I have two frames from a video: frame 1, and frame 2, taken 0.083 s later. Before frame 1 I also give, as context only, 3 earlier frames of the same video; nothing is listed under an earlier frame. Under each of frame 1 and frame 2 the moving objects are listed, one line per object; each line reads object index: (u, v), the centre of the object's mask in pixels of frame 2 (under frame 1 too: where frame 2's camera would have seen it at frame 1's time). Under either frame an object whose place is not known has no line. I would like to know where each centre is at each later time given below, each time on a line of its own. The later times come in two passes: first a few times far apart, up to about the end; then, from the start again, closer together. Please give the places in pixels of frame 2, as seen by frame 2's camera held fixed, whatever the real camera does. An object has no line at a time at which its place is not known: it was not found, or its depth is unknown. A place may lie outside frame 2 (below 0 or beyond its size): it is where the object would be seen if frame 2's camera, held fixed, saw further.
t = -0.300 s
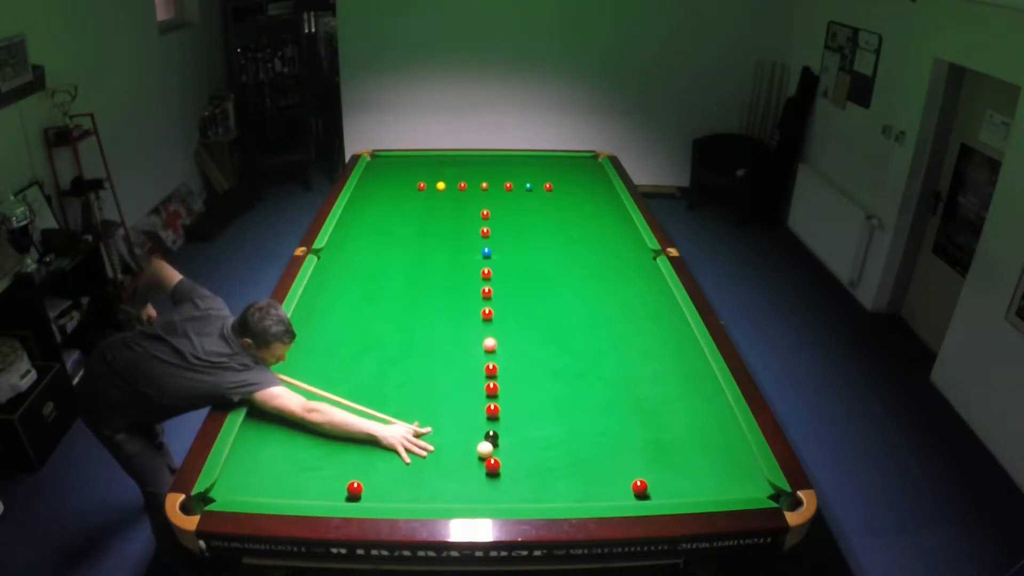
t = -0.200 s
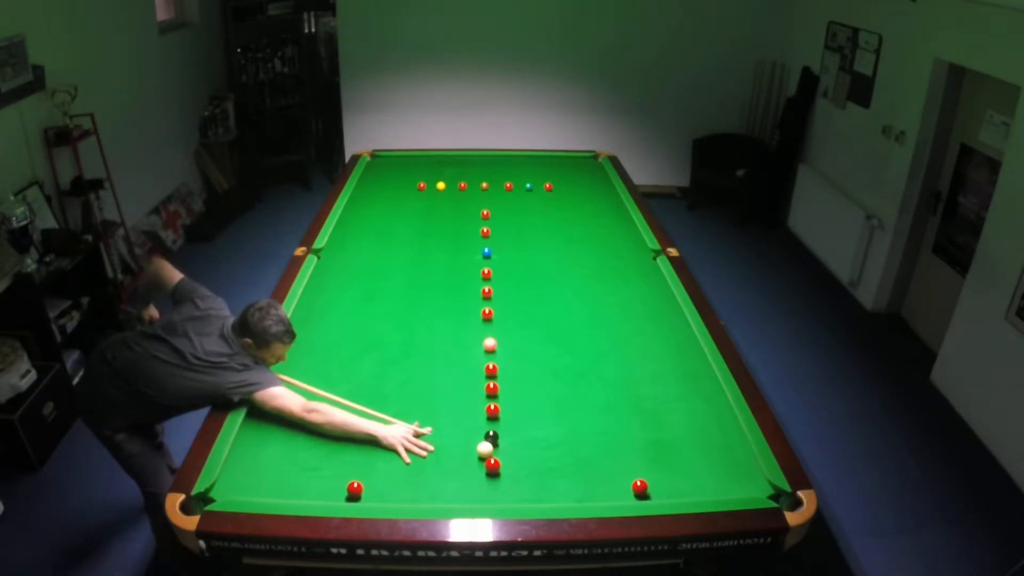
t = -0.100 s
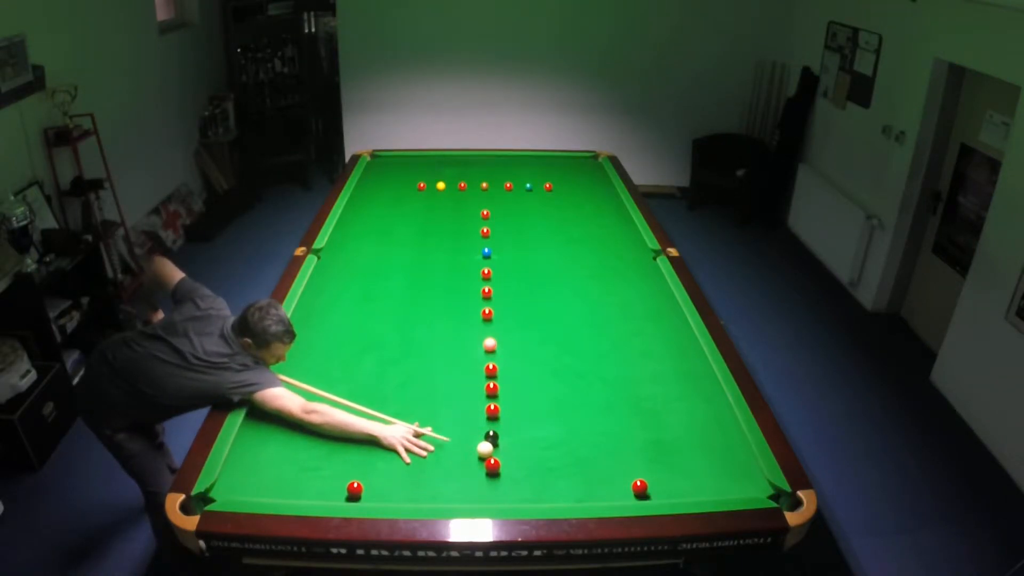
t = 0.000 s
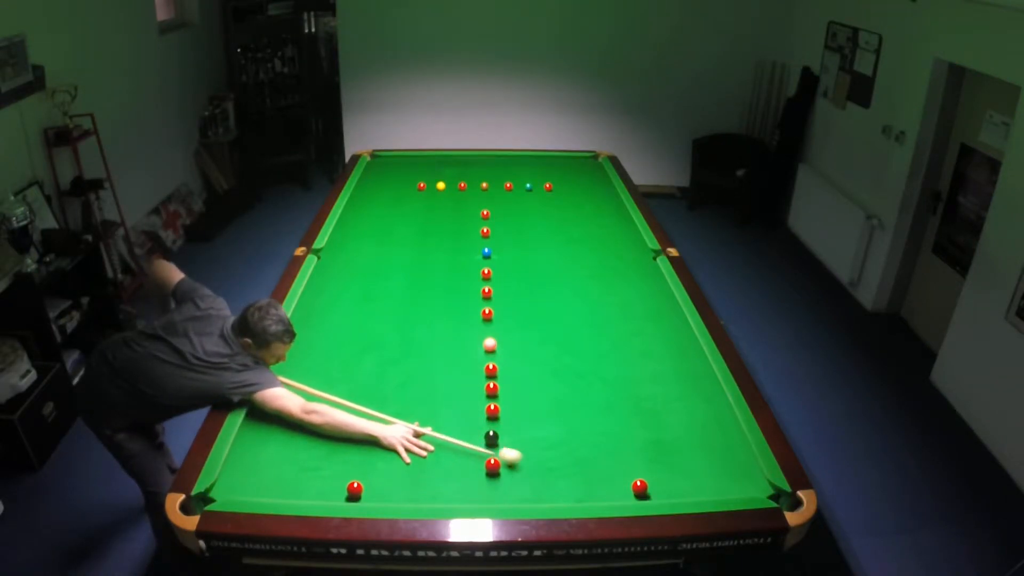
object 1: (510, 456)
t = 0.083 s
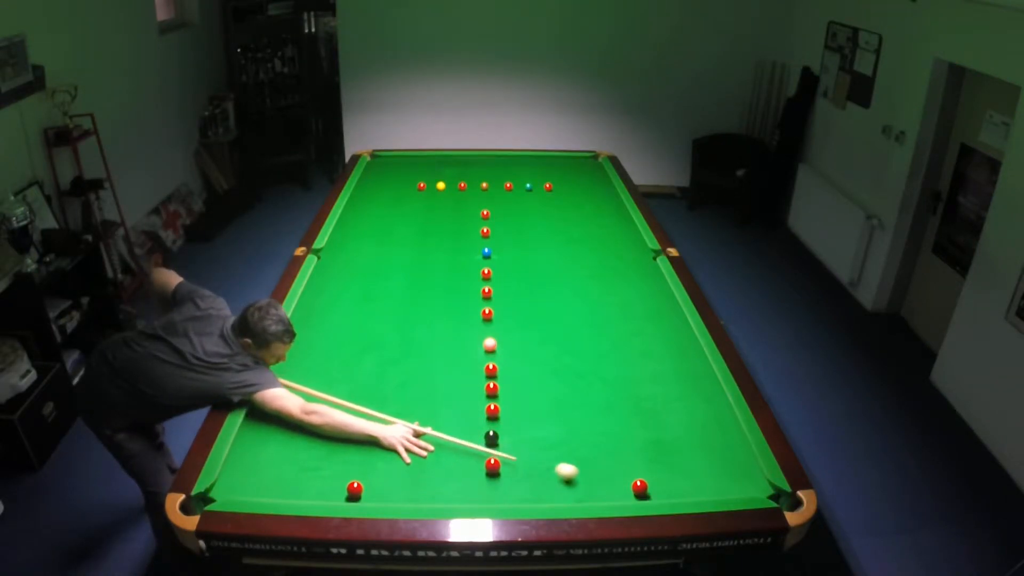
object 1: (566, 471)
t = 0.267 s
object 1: (626, 495)
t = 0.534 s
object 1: (621, 483)
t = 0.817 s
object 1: (614, 469)
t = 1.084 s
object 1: (609, 458)
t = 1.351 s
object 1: (604, 449)
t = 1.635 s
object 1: (600, 441)
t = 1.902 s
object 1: (597, 435)
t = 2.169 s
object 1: (594, 431)
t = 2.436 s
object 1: (594, 428)
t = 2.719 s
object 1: (593, 427)
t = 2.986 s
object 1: (592, 427)
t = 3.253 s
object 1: (592, 427)
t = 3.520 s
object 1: (592, 427)
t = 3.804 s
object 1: (592, 427)
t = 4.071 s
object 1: (592, 427)
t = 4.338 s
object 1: (593, 427)
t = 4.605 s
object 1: (592, 427)
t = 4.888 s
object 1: (592, 427)
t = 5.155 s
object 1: (592, 427)
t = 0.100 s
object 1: (577, 474)
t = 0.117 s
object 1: (588, 477)
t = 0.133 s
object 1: (599, 479)
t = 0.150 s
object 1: (609, 482)
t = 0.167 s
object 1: (619, 485)
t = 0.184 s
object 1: (623, 487)
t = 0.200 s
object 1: (624, 490)
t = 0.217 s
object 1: (624, 491)
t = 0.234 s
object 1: (625, 492)
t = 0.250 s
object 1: (626, 494)
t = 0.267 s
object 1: (626, 495)
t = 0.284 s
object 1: (627, 496)
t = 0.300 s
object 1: (627, 495)
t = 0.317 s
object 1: (626, 494)
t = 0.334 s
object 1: (626, 493)
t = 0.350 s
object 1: (625, 493)
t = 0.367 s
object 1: (625, 492)
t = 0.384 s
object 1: (625, 492)
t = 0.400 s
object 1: (624, 491)
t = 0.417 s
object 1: (623, 490)
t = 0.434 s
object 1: (623, 489)
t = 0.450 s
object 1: (623, 488)
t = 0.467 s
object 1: (622, 487)
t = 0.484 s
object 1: (622, 486)
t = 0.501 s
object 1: (622, 485)
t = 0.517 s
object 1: (621, 484)
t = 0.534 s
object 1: (621, 483)
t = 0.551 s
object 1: (620, 482)
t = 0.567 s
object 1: (620, 481)
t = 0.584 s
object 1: (620, 480)
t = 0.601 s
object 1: (619, 480)
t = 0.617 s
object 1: (619, 479)
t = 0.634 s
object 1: (618, 478)
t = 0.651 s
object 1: (618, 477)
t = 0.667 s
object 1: (618, 476)
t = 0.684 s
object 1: (617, 475)
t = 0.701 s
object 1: (617, 475)
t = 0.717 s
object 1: (616, 474)
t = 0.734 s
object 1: (616, 473)
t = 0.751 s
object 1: (616, 472)
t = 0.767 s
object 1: (615, 471)
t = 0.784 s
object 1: (615, 471)
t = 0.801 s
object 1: (615, 470)
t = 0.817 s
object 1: (614, 469)
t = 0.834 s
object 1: (614, 468)
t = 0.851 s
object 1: (614, 468)
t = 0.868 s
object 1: (613, 467)
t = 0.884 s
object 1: (613, 466)
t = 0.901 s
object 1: (613, 466)
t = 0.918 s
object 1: (612, 465)
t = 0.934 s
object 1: (612, 464)
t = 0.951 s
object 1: (612, 463)
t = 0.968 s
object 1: (611, 463)
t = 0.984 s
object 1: (611, 462)
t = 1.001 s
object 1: (611, 461)
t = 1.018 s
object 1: (610, 461)
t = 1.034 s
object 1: (610, 460)
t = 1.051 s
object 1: (610, 459)
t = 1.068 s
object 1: (609, 459)
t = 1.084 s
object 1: (609, 458)
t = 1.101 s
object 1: (609, 457)
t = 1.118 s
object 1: (608, 457)
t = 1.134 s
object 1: (608, 456)
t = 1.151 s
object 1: (608, 456)
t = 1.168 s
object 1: (607, 455)
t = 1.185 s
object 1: (607, 454)
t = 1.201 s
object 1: (607, 454)
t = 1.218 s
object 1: (607, 454)
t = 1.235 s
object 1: (606, 453)
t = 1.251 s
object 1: (606, 452)
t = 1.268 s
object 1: (606, 452)
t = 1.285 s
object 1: (606, 451)
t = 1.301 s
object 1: (605, 451)
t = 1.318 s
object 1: (605, 450)
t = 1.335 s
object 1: (605, 450)
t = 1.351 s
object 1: (604, 449)
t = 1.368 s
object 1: (604, 449)
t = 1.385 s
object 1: (604, 448)
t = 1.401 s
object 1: (604, 448)
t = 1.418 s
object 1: (603, 447)
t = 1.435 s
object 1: (603, 447)
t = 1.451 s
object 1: (603, 446)
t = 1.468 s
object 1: (603, 446)
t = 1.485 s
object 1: (602, 445)
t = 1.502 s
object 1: (602, 445)
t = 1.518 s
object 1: (602, 444)
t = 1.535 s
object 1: (601, 444)
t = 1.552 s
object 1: (601, 443)
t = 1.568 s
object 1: (601, 443)
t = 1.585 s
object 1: (601, 442)
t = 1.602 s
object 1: (600, 442)
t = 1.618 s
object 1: (600, 442)
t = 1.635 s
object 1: (600, 441)
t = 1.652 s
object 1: (600, 441)
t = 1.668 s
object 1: (599, 440)
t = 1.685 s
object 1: (599, 440)
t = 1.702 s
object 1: (599, 439)
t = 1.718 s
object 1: (599, 439)
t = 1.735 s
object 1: (599, 439)
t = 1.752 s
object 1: (598, 438)
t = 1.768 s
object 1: (598, 438)
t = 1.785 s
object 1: (598, 438)
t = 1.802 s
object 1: (598, 437)
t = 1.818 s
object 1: (598, 437)
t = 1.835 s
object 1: (598, 437)
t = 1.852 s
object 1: (597, 436)
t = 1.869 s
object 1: (597, 436)
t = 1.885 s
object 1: (597, 436)
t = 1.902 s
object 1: (597, 435)
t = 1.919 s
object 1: (597, 435)
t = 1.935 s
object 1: (596, 435)
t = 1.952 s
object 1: (596, 434)
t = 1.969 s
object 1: (596, 434)
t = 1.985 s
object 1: (596, 434)
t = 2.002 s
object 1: (596, 434)
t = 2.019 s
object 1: (596, 433)
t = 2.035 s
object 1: (595, 433)
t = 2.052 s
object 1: (595, 433)
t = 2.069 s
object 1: (595, 433)
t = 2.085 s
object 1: (595, 432)
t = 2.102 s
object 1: (595, 432)
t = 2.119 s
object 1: (595, 432)
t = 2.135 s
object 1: (595, 431)
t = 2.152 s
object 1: (595, 431)
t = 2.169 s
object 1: (594, 431)
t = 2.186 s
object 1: (594, 431)
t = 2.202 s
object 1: (594, 431)
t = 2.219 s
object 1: (594, 431)
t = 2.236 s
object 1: (594, 430)
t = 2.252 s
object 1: (594, 430)
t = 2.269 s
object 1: (594, 430)
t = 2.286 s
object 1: (594, 430)
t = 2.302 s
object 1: (594, 429)
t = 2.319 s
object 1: (594, 429)
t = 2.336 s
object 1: (594, 429)
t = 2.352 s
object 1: (594, 429)
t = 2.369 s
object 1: (594, 429)
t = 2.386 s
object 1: (594, 429)
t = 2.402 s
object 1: (593, 429)
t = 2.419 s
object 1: (593, 428)
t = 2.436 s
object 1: (594, 428)
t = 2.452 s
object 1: (593, 428)
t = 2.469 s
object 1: (593, 428)
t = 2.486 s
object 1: (593, 428)
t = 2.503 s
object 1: (593, 428)
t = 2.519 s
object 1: (593, 428)
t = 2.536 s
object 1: (593, 428)
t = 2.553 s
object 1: (593, 427)
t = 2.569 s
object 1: (593, 427)
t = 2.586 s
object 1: (593, 427)
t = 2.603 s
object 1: (593, 427)
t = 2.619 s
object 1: (593, 427)
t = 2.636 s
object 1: (593, 427)
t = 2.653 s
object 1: (593, 427)
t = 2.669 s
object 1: (593, 427)
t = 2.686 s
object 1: (593, 427)
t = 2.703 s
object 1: (592, 427)
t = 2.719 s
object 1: (593, 427)
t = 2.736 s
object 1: (592, 427)
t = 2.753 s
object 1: (592, 427)
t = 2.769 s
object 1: (592, 427)
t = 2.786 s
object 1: (592, 427)
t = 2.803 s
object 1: (592, 427)
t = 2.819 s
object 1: (592, 427)
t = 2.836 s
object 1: (592, 427)
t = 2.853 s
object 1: (592, 427)
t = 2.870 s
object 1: (592, 427)
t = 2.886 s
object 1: (592, 427)
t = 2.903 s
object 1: (592, 427)
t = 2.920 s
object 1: (592, 427)
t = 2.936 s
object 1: (592, 427)
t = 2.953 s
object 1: (592, 427)
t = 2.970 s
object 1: (592, 427)
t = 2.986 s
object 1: (592, 427)
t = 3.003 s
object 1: (592, 427)
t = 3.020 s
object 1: (592, 427)
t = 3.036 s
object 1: (592, 427)
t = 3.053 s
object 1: (592, 427)
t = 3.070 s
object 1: (592, 427)
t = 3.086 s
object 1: (592, 427)
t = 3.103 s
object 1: (592, 427)
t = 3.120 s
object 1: (592, 427)
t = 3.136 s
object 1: (592, 427)
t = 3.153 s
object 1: (592, 427)
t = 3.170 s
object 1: (592, 427)
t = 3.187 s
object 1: (592, 427)
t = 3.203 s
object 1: (592, 427)
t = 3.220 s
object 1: (592, 427)
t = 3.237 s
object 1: (592, 427)
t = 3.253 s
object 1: (592, 427)
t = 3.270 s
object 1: (592, 427)
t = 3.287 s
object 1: (592, 427)
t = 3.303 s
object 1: (592, 427)
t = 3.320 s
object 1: (593, 427)
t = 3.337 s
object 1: (594, 425)
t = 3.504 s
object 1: (589, 425)
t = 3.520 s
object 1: (592, 427)
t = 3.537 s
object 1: (592, 427)
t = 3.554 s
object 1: (592, 427)
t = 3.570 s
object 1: (592, 427)
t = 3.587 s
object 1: (592, 427)
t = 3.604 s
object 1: (592, 427)
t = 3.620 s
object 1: (592, 427)
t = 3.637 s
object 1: (592, 427)
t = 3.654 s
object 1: (592, 427)
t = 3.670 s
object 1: (592, 427)
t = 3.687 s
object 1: (592, 427)
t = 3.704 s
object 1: (592, 427)
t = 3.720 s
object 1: (593, 427)
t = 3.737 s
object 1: (592, 427)
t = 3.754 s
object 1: (592, 427)
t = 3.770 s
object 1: (592, 427)
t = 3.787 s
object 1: (592, 427)
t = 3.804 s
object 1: (592, 427)
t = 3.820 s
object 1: (592, 427)
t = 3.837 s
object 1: (592, 427)
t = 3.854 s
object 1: (592, 427)
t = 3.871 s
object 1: (592, 427)
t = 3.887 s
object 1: (592, 427)
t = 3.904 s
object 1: (592, 427)
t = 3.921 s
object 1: (592, 427)
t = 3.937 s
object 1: (593, 427)
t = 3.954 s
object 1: (592, 427)
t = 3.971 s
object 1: (592, 427)
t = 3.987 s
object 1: (592, 427)
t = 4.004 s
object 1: (592, 427)
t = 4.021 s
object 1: (592, 427)
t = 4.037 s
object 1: (592, 427)
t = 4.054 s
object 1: (593, 427)
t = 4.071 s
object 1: (592, 427)
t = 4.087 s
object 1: (593, 427)
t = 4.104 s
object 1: (592, 427)
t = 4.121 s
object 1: (592, 427)
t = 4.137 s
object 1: (593, 427)
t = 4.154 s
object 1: (592, 427)
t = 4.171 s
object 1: (592, 427)
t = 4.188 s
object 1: (592, 427)
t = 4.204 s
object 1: (592, 427)
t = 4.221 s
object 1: (593, 427)
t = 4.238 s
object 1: (593, 427)
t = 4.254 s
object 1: (593, 427)
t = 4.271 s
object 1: (592, 427)
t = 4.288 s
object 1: (593, 427)
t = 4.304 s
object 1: (593, 427)
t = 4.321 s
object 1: (593, 427)
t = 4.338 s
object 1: (593, 427)
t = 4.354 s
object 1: (593, 427)
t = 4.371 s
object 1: (593, 427)
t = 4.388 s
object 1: (593, 427)
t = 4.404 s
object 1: (593, 427)
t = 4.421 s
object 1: (593, 427)
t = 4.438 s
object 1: (593, 427)
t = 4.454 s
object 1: (593, 427)
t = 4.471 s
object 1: (592, 427)
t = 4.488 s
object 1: (592, 427)
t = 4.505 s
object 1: (593, 427)
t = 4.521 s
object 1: (593, 427)
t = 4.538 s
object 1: (592, 427)
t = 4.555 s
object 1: (592, 427)
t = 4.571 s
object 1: (592, 427)
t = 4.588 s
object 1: (592, 427)
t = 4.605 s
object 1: (592, 427)
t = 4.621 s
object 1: (592, 427)
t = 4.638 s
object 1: (592, 427)
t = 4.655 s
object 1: (592, 427)
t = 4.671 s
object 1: (592, 427)
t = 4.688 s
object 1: (593, 427)
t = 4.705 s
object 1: (593, 427)
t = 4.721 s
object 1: (592, 427)
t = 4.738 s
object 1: (592, 427)
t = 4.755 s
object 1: (592, 427)
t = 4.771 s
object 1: (592, 427)
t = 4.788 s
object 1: (592, 427)
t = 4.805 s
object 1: (592, 427)
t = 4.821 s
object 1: (593, 427)
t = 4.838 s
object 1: (592, 427)
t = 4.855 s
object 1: (592, 427)
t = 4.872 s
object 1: (592, 427)
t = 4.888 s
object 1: (592, 427)
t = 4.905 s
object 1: (592, 427)
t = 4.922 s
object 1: (592, 427)
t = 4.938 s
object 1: (593, 427)
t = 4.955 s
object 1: (592, 427)
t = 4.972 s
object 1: (592, 427)
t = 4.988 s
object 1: (592, 427)
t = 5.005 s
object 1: (592, 427)
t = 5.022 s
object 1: (592, 427)
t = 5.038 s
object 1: (592, 427)
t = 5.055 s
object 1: (593, 427)
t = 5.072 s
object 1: (593, 427)
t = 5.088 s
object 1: (592, 427)
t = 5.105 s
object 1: (592, 427)
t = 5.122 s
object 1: (592, 427)
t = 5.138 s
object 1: (592, 427)
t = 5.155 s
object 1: (592, 427)
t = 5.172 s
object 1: (592, 427)
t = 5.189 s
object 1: (592, 427)
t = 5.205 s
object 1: (592, 427)
